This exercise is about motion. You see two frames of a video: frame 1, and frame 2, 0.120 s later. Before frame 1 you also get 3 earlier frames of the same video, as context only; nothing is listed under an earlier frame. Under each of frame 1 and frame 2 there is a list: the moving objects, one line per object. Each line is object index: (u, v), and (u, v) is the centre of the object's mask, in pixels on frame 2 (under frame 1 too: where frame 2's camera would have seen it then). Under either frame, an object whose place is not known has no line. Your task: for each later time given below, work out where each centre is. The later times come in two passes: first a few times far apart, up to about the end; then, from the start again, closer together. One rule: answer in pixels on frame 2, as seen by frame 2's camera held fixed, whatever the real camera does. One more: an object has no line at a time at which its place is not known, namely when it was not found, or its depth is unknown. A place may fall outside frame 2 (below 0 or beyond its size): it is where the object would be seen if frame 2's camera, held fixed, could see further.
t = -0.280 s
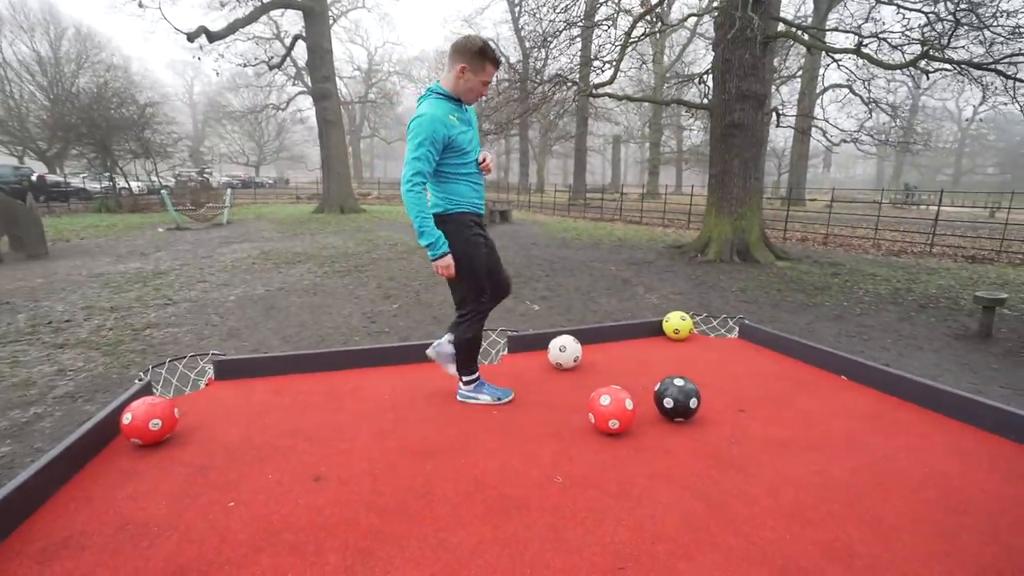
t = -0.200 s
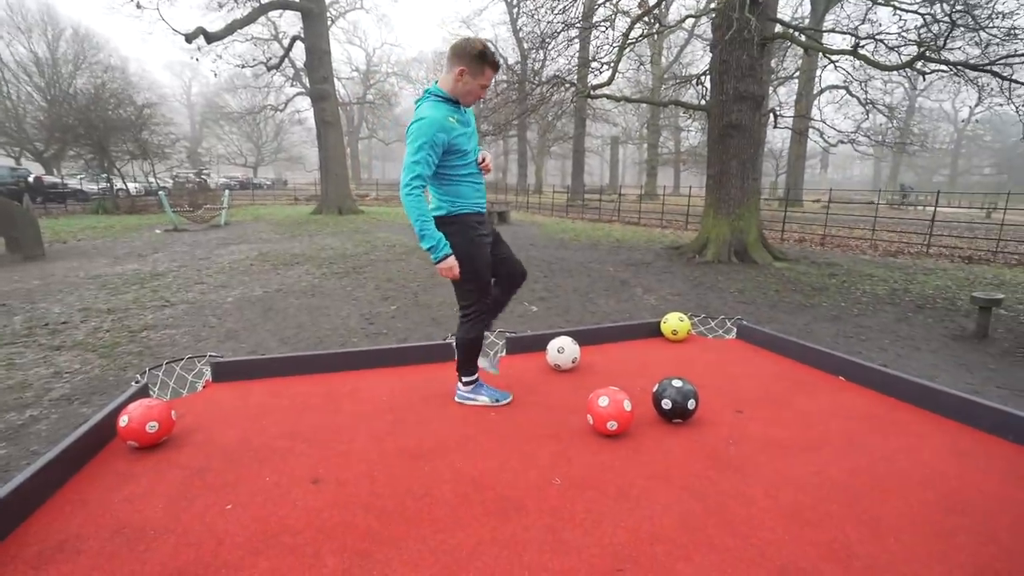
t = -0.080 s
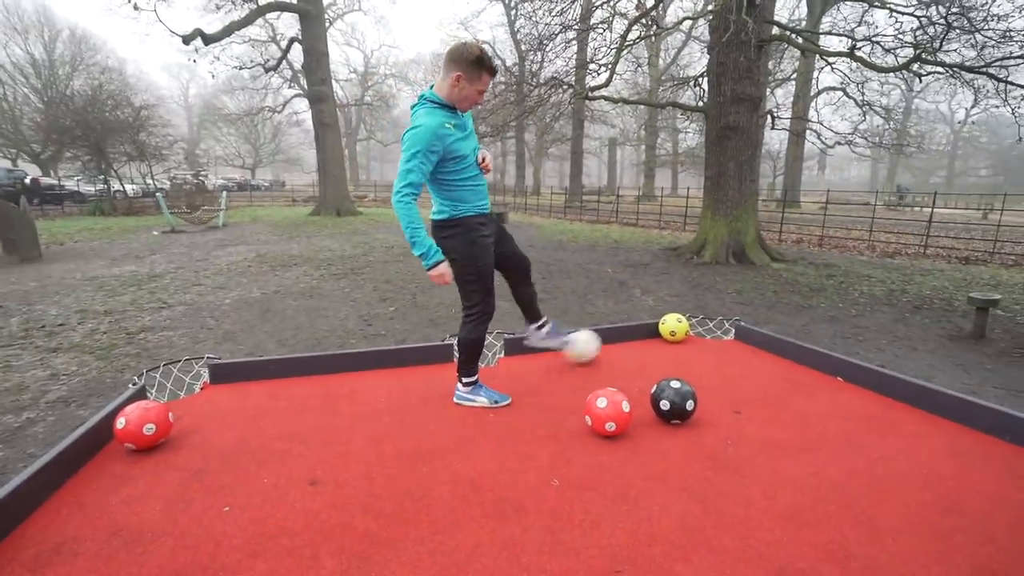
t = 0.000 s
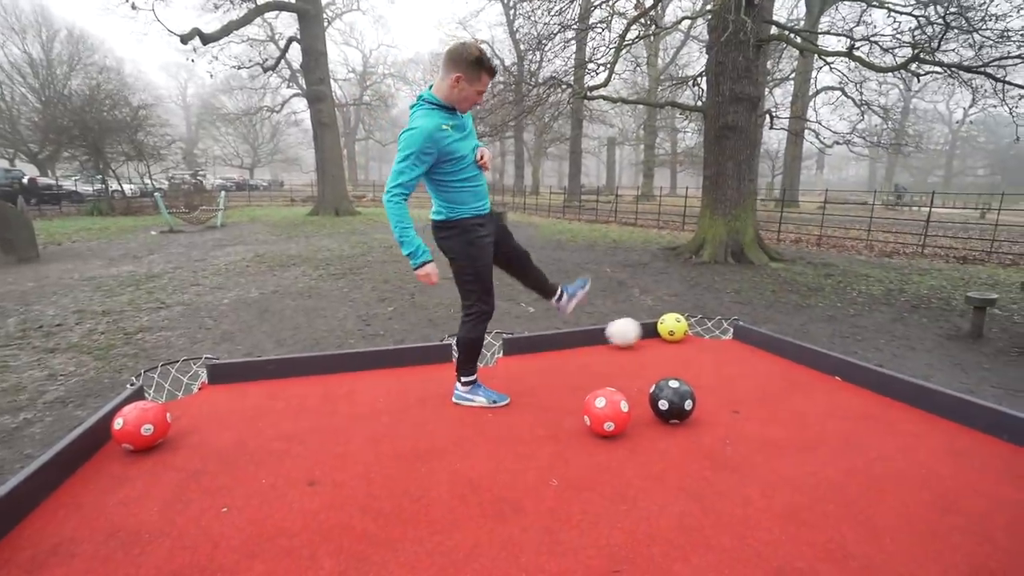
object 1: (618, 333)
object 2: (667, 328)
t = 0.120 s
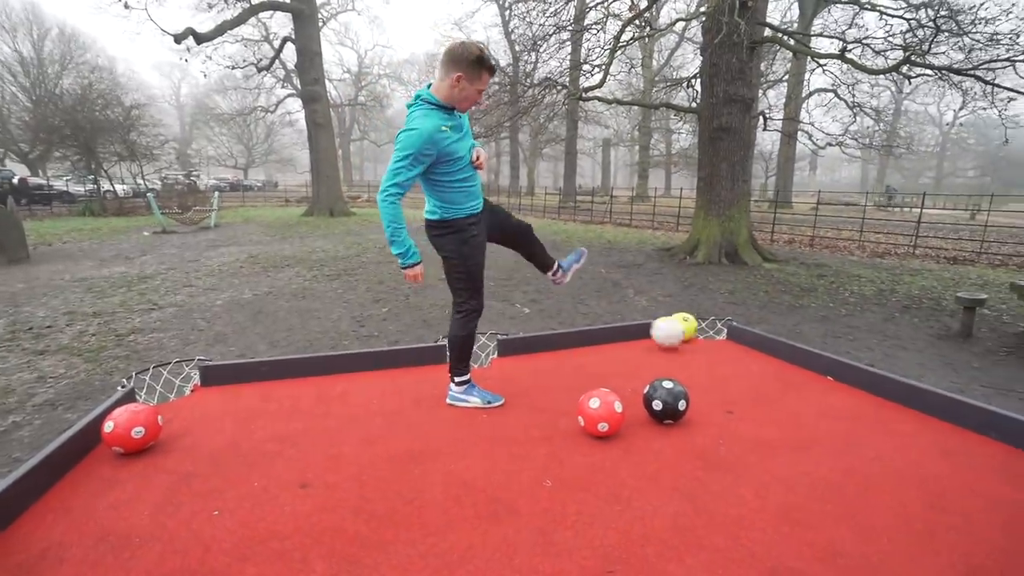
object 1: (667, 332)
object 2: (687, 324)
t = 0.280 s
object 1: (714, 343)
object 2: (712, 321)
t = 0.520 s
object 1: (776, 352)
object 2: (697, 324)
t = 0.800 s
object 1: (834, 373)
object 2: (695, 328)
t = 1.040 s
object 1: (884, 397)
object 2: (692, 330)
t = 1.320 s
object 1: (955, 432)
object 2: (690, 331)
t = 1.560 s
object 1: (1020, 467)
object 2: (690, 331)
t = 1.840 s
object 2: (691, 331)
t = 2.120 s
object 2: (690, 331)
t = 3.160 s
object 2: (690, 331)
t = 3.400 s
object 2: (690, 331)
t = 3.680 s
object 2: (690, 331)
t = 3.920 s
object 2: (690, 331)
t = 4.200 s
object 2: (691, 332)
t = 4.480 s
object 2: (692, 333)
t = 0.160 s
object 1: (679, 336)
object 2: (695, 322)
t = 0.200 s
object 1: (692, 340)
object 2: (700, 321)
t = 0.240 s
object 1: (703, 342)
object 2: (707, 321)
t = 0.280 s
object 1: (714, 343)
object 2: (712, 321)
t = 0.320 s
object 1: (725, 345)
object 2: (708, 323)
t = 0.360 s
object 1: (735, 346)
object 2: (706, 325)
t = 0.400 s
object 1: (745, 348)
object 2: (702, 325)
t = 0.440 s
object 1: (756, 349)
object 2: (701, 324)
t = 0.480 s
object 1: (766, 351)
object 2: (699, 324)
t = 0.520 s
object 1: (776, 352)
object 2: (697, 324)
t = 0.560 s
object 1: (787, 354)
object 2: (696, 325)
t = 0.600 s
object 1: (797, 356)
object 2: (695, 325)
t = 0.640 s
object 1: (804, 359)
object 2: (695, 326)
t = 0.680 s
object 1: (812, 362)
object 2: (695, 328)
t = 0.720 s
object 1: (819, 366)
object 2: (696, 329)
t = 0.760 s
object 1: (826, 369)
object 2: (696, 328)
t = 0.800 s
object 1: (834, 373)
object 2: (695, 328)
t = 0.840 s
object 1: (842, 376)
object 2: (695, 329)
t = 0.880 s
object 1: (850, 380)
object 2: (695, 329)
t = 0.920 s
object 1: (858, 384)
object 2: (694, 329)
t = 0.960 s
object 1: (866, 389)
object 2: (693, 330)
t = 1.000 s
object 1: (875, 392)
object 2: (693, 330)
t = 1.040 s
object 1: (884, 397)
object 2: (692, 330)
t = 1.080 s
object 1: (893, 401)
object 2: (692, 331)
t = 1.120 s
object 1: (902, 406)
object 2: (691, 331)
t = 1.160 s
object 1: (912, 411)
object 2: (691, 331)
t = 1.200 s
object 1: (922, 416)
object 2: (691, 331)
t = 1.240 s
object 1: (933, 421)
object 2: (691, 331)
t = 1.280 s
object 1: (943, 427)
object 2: (690, 331)
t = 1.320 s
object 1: (955, 432)
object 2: (690, 331)
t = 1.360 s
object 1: (965, 438)
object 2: (691, 331)
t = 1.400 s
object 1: (976, 443)
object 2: (691, 331)
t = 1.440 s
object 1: (989, 449)
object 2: (691, 331)
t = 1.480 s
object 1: (1000, 455)
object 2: (690, 331)
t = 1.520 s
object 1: (1010, 460)
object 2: (690, 331)
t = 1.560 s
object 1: (1020, 467)
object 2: (690, 331)
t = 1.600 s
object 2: (690, 331)
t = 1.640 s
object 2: (690, 331)
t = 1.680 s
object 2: (691, 331)
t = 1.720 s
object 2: (690, 331)
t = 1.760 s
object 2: (690, 331)
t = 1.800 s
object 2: (691, 331)
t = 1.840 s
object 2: (691, 331)
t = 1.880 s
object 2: (690, 331)
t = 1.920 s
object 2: (691, 331)
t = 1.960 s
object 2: (691, 331)
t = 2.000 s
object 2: (690, 331)
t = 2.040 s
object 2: (690, 331)
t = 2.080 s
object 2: (690, 331)
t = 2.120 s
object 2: (690, 331)
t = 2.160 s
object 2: (691, 331)
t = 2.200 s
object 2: (691, 331)
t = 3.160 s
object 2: (690, 331)
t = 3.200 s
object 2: (690, 331)
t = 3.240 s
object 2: (690, 331)
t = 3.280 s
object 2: (690, 331)
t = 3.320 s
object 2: (690, 331)
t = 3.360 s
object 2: (690, 331)
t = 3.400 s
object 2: (690, 331)
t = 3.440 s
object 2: (690, 331)
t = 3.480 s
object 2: (690, 331)
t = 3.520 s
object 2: (690, 330)
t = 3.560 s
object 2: (690, 331)
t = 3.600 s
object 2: (690, 331)
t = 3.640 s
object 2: (690, 331)
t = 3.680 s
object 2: (690, 331)
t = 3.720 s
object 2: (690, 331)
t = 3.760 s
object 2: (690, 331)
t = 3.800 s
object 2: (690, 331)
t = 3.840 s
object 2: (691, 331)
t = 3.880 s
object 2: (690, 331)
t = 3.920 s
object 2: (690, 331)
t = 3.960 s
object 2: (690, 331)
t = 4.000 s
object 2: (690, 331)
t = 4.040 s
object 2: (690, 331)
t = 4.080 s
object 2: (691, 331)
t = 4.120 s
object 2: (691, 331)
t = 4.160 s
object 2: (691, 332)
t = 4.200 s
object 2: (691, 332)
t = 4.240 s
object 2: (691, 332)
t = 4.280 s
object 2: (691, 332)
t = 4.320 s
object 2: (691, 332)
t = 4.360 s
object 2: (691, 333)
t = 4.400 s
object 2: (692, 332)
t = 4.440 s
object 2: (691, 332)
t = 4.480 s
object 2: (692, 333)
